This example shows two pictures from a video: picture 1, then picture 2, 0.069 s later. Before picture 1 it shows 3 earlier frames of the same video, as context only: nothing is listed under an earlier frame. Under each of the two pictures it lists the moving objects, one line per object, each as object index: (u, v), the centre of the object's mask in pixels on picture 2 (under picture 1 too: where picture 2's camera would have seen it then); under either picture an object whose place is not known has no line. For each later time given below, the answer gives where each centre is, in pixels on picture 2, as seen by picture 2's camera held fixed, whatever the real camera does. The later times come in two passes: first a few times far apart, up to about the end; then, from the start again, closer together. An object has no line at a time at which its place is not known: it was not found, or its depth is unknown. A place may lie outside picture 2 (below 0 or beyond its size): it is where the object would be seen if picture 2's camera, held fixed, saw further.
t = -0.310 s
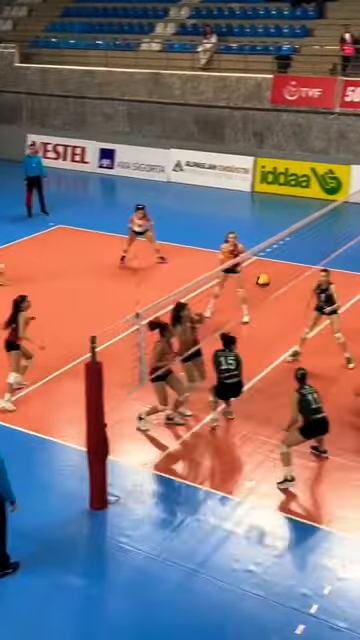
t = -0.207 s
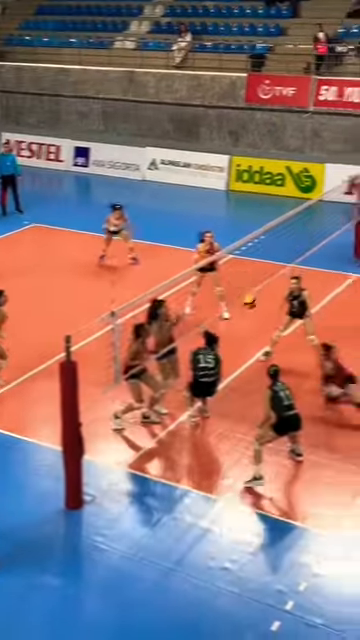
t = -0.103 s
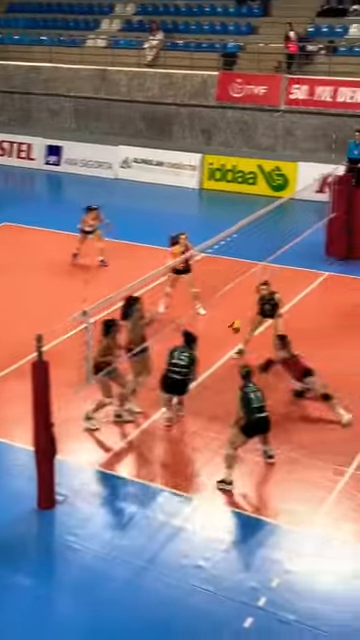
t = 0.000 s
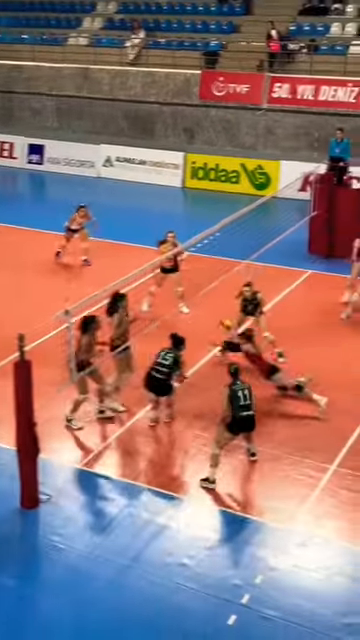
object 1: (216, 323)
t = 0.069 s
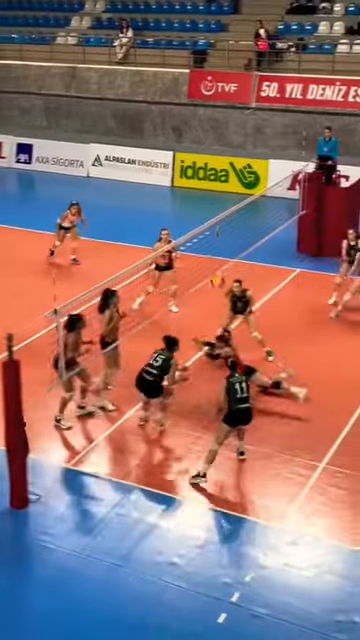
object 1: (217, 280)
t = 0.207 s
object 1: (223, 217)
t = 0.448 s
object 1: (235, 129)
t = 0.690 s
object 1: (247, 76)
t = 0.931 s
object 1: (258, 67)
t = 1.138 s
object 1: (268, 94)
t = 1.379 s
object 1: (274, 154)
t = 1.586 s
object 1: (278, 235)
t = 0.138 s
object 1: (221, 247)
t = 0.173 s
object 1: (223, 232)
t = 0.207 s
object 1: (223, 217)
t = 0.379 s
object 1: (231, 150)
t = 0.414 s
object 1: (233, 140)
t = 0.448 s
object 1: (235, 129)
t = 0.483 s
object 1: (236, 120)
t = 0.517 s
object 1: (239, 108)
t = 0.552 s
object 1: (240, 100)
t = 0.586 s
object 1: (242, 92)
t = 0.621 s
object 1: (245, 86)
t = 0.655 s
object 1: (246, 81)
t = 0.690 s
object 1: (247, 76)
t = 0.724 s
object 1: (248, 73)
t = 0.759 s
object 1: (250, 68)
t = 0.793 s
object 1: (252, 67)
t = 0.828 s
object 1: (253, 66)
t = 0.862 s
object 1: (255, 66)
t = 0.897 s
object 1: (256, 66)
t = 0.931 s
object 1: (258, 67)
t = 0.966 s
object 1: (259, 69)
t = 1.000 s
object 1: (261, 72)
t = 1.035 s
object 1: (263, 77)
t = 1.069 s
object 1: (263, 82)
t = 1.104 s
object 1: (266, 87)
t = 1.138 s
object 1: (268, 94)
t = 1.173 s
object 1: (268, 101)
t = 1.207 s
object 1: (269, 108)
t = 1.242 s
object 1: (270, 117)
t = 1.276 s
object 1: (271, 125)
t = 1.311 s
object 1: (272, 134)
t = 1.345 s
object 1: (272, 144)
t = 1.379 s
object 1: (274, 154)
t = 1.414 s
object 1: (274, 166)
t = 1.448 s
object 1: (275, 177)
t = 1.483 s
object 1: (276, 190)
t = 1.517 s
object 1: (277, 202)
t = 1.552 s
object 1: (278, 214)
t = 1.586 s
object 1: (278, 235)
